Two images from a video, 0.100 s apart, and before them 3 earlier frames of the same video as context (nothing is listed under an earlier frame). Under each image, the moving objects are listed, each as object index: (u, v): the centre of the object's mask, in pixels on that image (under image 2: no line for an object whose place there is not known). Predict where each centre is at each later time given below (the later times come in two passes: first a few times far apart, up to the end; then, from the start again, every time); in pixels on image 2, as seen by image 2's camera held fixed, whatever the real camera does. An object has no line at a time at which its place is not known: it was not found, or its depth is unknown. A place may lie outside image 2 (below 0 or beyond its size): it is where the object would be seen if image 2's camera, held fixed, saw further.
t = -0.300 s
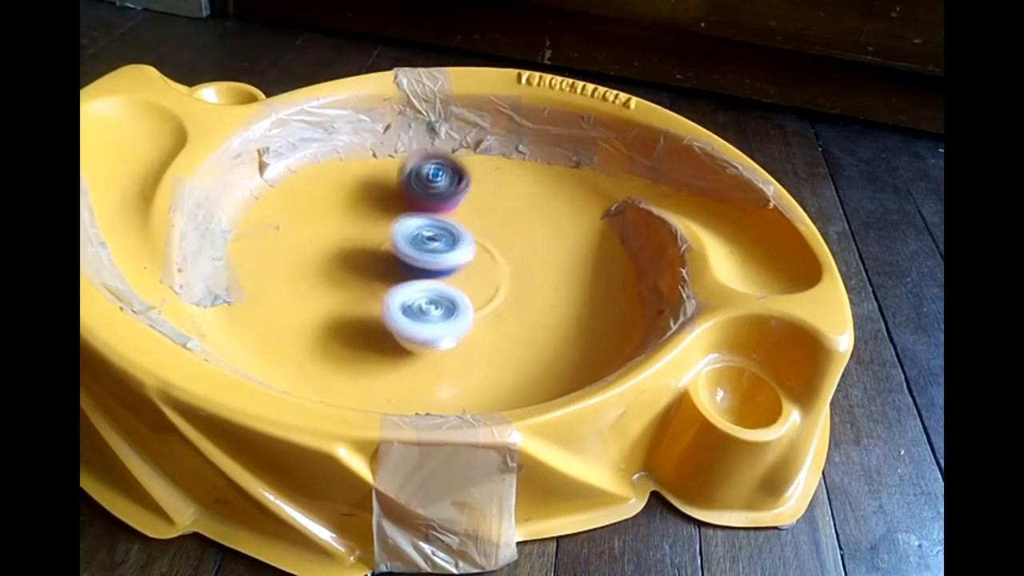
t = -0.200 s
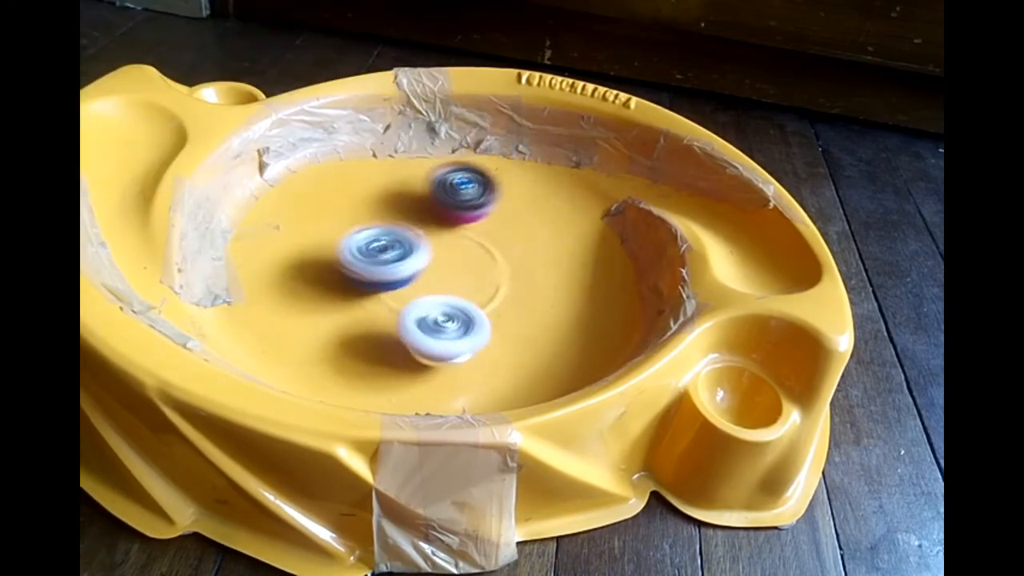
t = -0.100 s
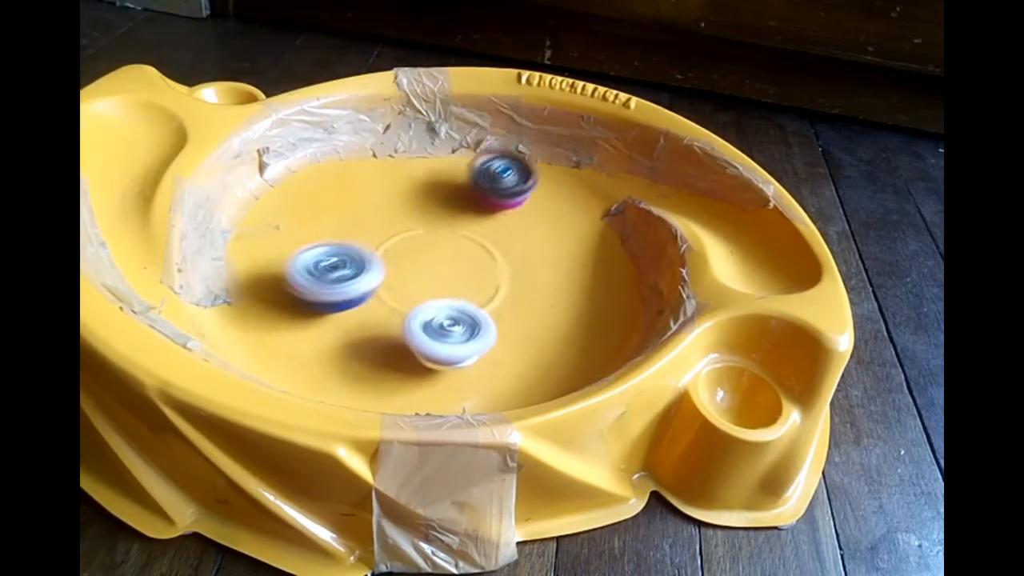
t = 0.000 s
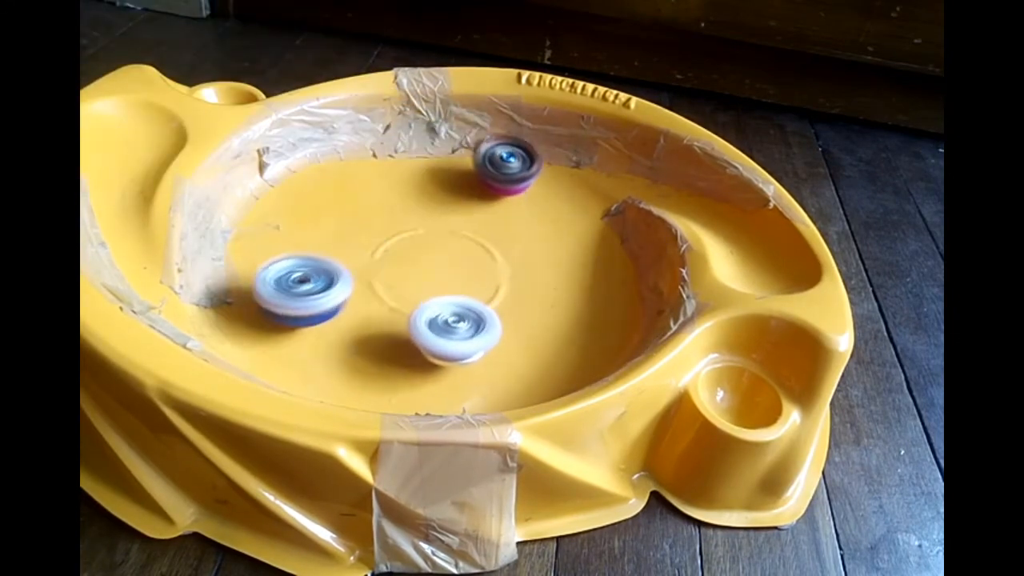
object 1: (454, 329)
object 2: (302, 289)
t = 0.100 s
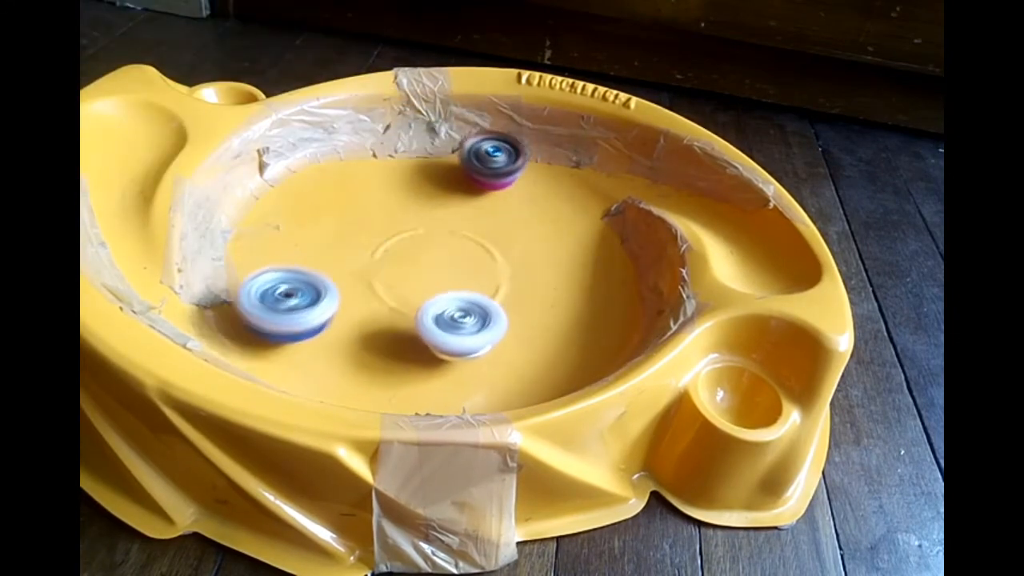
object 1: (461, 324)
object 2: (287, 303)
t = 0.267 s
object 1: (488, 311)
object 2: (282, 320)
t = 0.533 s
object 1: (462, 323)
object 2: (338, 312)
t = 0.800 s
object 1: (332, 348)
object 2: (381, 254)
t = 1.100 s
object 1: (255, 327)
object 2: (237, 228)
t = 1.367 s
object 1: (391, 297)
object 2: (338, 221)
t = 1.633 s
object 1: (449, 294)
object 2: (394, 196)
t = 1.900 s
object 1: (514, 261)
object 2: (453, 188)
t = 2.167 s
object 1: (513, 247)
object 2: (504, 190)
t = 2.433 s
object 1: (488, 259)
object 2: (527, 178)
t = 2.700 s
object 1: (436, 270)
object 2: (518, 188)
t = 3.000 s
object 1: (419, 282)
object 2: (481, 222)
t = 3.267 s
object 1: (374, 326)
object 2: (471, 209)
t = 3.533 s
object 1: (370, 330)
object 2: (463, 185)
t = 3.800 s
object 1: (397, 315)
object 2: (481, 179)
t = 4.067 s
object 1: (425, 290)
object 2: (505, 198)
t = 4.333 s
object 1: (454, 289)
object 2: (553, 238)
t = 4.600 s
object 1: (452, 281)
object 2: (552, 279)
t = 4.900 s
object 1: (414, 271)
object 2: (520, 309)
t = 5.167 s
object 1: (370, 287)
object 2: (525, 320)
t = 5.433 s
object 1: (356, 295)
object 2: (539, 300)
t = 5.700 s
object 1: (376, 292)
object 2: (507, 265)
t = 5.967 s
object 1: (406, 275)
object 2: (479, 245)
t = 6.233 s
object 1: (394, 275)
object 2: (489, 256)
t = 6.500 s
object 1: (390, 261)
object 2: (484, 274)
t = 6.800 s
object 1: (367, 268)
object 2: (477, 280)
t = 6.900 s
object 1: (359, 268)
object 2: (487, 273)
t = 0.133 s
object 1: (465, 323)
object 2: (285, 308)
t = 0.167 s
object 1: (472, 321)
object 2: (284, 312)
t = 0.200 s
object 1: (478, 318)
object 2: (282, 315)
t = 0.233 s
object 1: (483, 314)
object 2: (281, 317)
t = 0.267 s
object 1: (488, 311)
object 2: (282, 320)
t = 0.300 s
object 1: (492, 308)
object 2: (284, 321)
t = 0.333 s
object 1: (495, 305)
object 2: (288, 322)
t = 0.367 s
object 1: (496, 302)
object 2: (294, 322)
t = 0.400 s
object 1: (497, 299)
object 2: (300, 322)
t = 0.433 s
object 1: (497, 296)
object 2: (308, 321)
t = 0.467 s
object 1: (497, 293)
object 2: (318, 320)
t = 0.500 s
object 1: (485, 303)
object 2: (328, 317)
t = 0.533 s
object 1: (462, 323)
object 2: (338, 312)
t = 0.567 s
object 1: (439, 339)
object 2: (347, 306)
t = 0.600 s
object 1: (420, 352)
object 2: (354, 298)
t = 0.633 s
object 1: (403, 359)
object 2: (362, 290)
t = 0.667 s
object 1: (387, 363)
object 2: (368, 283)
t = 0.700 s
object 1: (372, 363)
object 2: (374, 275)
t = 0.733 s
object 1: (357, 359)
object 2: (379, 268)
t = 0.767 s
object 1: (344, 353)
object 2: (381, 261)
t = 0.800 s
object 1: (332, 348)
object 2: (381, 254)
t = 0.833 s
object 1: (320, 341)
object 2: (382, 248)
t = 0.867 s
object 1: (306, 334)
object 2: (384, 240)
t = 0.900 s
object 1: (296, 328)
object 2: (387, 233)
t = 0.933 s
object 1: (288, 321)
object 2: (370, 233)
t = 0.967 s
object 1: (278, 321)
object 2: (322, 254)
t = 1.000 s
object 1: (260, 332)
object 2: (294, 247)
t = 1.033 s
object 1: (251, 327)
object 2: (273, 235)
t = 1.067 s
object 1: (251, 322)
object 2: (250, 233)
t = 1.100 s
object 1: (255, 327)
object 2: (237, 228)
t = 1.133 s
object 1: (268, 335)
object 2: (254, 225)
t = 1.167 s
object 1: (286, 337)
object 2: (279, 232)
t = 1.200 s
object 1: (305, 324)
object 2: (294, 237)
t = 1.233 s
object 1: (321, 310)
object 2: (311, 237)
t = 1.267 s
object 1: (337, 301)
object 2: (321, 236)
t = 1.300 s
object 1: (358, 300)
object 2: (327, 230)
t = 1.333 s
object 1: (377, 299)
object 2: (333, 225)
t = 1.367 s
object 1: (391, 297)
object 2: (338, 221)
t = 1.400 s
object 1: (403, 295)
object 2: (344, 217)
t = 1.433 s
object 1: (413, 295)
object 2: (351, 213)
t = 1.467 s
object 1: (420, 294)
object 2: (358, 209)
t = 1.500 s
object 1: (426, 294)
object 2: (365, 206)
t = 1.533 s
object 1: (432, 294)
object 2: (372, 203)
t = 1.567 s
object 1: (437, 294)
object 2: (379, 200)
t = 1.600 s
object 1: (443, 294)
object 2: (386, 198)
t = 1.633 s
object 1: (449, 294)
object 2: (394, 196)
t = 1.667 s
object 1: (453, 293)
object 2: (401, 194)
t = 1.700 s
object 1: (458, 291)
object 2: (409, 192)
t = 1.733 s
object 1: (469, 291)
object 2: (417, 191)
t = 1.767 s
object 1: (482, 289)
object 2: (424, 190)
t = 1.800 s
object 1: (490, 281)
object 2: (431, 190)
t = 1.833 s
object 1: (503, 274)
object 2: (438, 189)
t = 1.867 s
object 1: (511, 267)
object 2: (446, 189)
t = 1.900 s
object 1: (514, 261)
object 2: (453, 188)
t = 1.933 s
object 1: (515, 257)
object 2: (461, 189)
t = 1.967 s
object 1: (514, 253)
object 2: (468, 189)
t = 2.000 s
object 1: (513, 251)
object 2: (476, 190)
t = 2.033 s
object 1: (512, 249)
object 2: (482, 191)
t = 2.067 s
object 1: (511, 247)
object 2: (488, 191)
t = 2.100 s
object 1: (511, 246)
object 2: (494, 190)
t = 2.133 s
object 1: (513, 248)
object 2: (499, 190)
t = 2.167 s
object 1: (513, 247)
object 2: (504, 190)
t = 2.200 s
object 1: (512, 246)
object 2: (508, 189)
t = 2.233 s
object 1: (511, 244)
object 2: (512, 189)
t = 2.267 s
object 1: (510, 247)
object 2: (516, 188)
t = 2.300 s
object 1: (507, 253)
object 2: (520, 184)
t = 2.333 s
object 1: (504, 257)
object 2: (522, 182)
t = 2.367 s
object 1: (501, 260)
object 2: (525, 180)
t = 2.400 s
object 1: (496, 260)
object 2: (526, 178)
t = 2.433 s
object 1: (488, 259)
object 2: (527, 178)
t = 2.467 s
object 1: (479, 260)
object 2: (527, 177)
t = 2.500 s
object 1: (469, 262)
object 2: (527, 177)
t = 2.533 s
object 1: (461, 265)
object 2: (526, 178)
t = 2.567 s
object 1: (453, 267)
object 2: (525, 178)
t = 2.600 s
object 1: (447, 268)
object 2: (524, 181)
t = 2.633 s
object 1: (442, 269)
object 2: (523, 182)
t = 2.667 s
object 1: (438, 270)
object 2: (520, 185)
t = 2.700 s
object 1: (436, 270)
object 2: (518, 188)
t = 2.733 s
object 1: (434, 271)
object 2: (515, 191)
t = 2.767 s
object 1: (432, 272)
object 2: (511, 194)
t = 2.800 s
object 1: (430, 274)
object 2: (508, 198)
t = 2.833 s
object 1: (428, 275)
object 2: (503, 202)
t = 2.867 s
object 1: (426, 277)
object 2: (499, 206)
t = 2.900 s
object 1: (424, 279)
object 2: (494, 210)
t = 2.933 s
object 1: (422, 282)
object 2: (489, 215)
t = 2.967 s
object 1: (421, 283)
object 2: (486, 218)
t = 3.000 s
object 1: (419, 282)
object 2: (481, 222)
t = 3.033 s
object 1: (417, 280)
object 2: (477, 226)
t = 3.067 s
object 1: (415, 279)
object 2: (471, 231)
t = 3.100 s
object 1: (413, 279)
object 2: (466, 234)
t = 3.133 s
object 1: (410, 282)
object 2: (464, 235)
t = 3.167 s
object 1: (396, 294)
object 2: (467, 227)
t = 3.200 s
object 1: (384, 309)
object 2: (470, 219)
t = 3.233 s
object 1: (378, 319)
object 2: (472, 213)
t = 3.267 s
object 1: (374, 326)
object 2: (471, 209)
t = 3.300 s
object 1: (371, 330)
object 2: (469, 206)
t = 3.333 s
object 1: (370, 332)
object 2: (469, 203)
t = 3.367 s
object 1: (369, 333)
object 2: (469, 200)
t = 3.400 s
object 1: (368, 332)
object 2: (468, 197)
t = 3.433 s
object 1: (367, 332)
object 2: (467, 193)
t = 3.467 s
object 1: (368, 332)
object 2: (465, 190)
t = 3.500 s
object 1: (369, 331)
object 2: (464, 187)
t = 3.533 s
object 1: (370, 330)
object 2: (463, 185)
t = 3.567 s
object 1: (373, 329)
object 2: (461, 183)
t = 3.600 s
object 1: (376, 328)
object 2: (459, 181)
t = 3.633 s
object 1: (378, 327)
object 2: (460, 180)
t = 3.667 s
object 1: (382, 325)
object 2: (465, 179)
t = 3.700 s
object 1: (386, 322)
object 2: (470, 179)
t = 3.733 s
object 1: (389, 320)
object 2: (474, 178)
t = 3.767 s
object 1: (394, 317)
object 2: (478, 179)
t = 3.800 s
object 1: (397, 315)
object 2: (481, 179)
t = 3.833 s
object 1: (401, 313)
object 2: (485, 180)
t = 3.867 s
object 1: (406, 310)
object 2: (488, 182)
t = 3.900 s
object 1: (409, 307)
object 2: (491, 183)
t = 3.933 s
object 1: (413, 304)
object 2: (494, 186)
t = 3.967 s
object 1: (417, 301)
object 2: (498, 188)
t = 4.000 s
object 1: (420, 298)
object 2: (501, 191)
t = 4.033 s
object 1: (422, 294)
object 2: (504, 194)
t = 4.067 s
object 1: (425, 290)
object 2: (505, 198)
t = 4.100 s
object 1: (427, 287)
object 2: (507, 202)
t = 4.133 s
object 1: (431, 283)
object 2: (508, 206)
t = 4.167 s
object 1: (433, 279)
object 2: (509, 210)
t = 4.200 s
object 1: (438, 280)
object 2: (514, 215)
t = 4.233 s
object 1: (444, 286)
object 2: (530, 221)
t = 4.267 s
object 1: (449, 289)
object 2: (541, 228)
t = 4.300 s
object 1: (452, 290)
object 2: (547, 233)
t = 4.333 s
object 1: (454, 289)
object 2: (553, 238)
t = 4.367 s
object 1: (454, 288)
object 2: (556, 243)
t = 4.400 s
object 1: (454, 287)
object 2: (558, 249)
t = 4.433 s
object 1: (454, 285)
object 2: (559, 254)
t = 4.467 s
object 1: (454, 284)
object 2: (559, 259)
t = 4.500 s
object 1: (453, 283)
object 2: (559, 264)
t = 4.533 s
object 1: (453, 282)
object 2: (558, 269)
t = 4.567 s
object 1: (452, 281)
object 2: (555, 274)
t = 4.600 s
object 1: (452, 281)
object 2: (552, 279)
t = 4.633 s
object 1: (451, 280)
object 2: (549, 283)
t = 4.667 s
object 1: (449, 279)
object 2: (543, 287)
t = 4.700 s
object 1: (447, 278)
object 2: (538, 290)
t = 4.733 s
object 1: (442, 277)
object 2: (535, 294)
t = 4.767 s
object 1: (433, 275)
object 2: (536, 298)
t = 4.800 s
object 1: (426, 273)
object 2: (534, 301)
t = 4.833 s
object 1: (421, 273)
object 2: (530, 304)
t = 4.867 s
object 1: (418, 272)
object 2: (525, 307)
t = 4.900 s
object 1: (414, 271)
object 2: (520, 309)
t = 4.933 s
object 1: (411, 271)
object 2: (515, 311)
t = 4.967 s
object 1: (408, 271)
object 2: (508, 312)
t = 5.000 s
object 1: (410, 273)
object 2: (502, 313)
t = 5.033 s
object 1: (414, 280)
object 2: (495, 314)
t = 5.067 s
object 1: (405, 285)
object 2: (502, 317)
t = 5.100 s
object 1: (390, 285)
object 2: (512, 319)
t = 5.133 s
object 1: (378, 286)
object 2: (519, 320)
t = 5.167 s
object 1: (370, 287)
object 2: (525, 320)
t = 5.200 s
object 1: (366, 288)
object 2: (530, 320)
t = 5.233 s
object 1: (362, 290)
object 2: (535, 319)
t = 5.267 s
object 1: (359, 291)
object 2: (538, 317)
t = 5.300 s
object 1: (358, 293)
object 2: (541, 314)
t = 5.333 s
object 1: (357, 293)
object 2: (543, 311)
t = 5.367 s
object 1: (357, 294)
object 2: (542, 308)
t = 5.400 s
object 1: (356, 295)
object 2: (542, 304)
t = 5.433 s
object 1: (356, 295)
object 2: (539, 300)
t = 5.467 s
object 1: (358, 296)
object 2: (536, 296)
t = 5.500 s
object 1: (358, 296)
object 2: (533, 291)
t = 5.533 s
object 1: (361, 296)
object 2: (528, 287)
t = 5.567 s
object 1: (364, 296)
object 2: (524, 283)
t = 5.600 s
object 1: (366, 295)
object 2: (519, 278)
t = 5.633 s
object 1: (370, 294)
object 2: (515, 273)
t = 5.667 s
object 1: (373, 294)
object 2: (510, 269)
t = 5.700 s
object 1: (376, 292)
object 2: (507, 265)
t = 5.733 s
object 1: (381, 291)
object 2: (503, 262)
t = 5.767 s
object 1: (384, 289)
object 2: (499, 259)
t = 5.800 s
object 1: (389, 287)
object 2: (494, 253)
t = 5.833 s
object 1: (392, 285)
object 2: (490, 250)
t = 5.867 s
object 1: (396, 282)
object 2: (487, 250)
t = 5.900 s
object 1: (401, 281)
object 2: (484, 248)
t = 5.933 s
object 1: (404, 278)
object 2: (481, 247)
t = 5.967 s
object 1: (406, 275)
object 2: (479, 245)
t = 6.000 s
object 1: (407, 272)
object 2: (476, 243)
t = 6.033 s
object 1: (404, 274)
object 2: (478, 239)
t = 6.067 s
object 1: (402, 275)
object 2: (480, 242)
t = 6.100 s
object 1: (399, 276)
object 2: (482, 245)
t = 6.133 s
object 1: (399, 275)
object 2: (484, 247)
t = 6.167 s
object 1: (396, 276)
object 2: (487, 250)
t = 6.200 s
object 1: (395, 275)
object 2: (488, 253)
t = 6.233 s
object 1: (394, 275)
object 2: (489, 256)
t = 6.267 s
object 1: (392, 273)
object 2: (491, 259)
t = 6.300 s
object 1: (393, 271)
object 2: (492, 263)
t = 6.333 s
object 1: (392, 268)
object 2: (491, 266)
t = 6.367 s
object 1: (391, 267)
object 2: (491, 269)
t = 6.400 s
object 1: (390, 266)
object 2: (489, 270)
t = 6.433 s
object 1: (390, 264)
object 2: (488, 271)
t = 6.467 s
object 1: (390, 263)
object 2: (485, 273)
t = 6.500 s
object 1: (390, 261)
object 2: (484, 274)
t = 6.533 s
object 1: (391, 262)
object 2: (481, 275)
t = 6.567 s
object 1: (387, 262)
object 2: (478, 276)
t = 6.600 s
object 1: (383, 263)
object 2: (477, 278)
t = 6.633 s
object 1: (381, 264)
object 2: (477, 278)
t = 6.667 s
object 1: (383, 265)
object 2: (477, 276)
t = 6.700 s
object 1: (383, 267)
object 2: (477, 276)
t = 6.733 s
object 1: (384, 268)
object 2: (474, 277)
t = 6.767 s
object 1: (376, 268)
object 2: (476, 280)
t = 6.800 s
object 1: (367, 268)
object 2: (477, 280)
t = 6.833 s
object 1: (363, 268)
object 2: (481, 278)
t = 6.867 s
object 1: (360, 267)
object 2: (484, 275)
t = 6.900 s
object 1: (359, 268)
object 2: (487, 273)
